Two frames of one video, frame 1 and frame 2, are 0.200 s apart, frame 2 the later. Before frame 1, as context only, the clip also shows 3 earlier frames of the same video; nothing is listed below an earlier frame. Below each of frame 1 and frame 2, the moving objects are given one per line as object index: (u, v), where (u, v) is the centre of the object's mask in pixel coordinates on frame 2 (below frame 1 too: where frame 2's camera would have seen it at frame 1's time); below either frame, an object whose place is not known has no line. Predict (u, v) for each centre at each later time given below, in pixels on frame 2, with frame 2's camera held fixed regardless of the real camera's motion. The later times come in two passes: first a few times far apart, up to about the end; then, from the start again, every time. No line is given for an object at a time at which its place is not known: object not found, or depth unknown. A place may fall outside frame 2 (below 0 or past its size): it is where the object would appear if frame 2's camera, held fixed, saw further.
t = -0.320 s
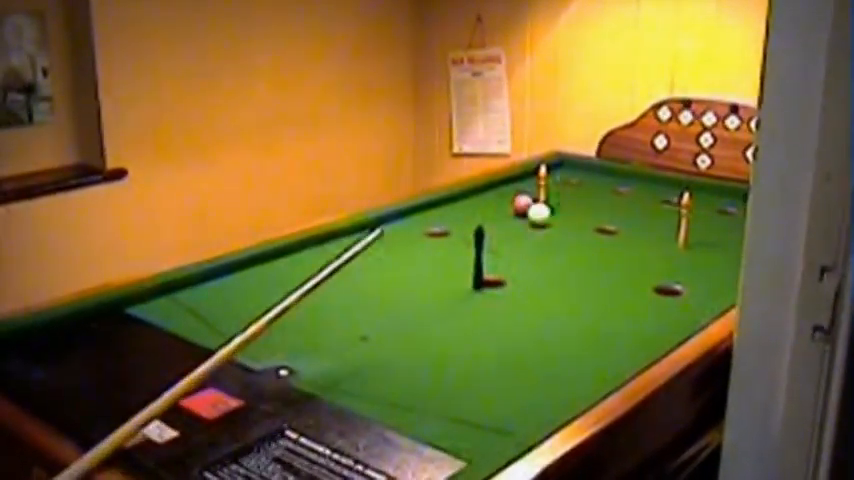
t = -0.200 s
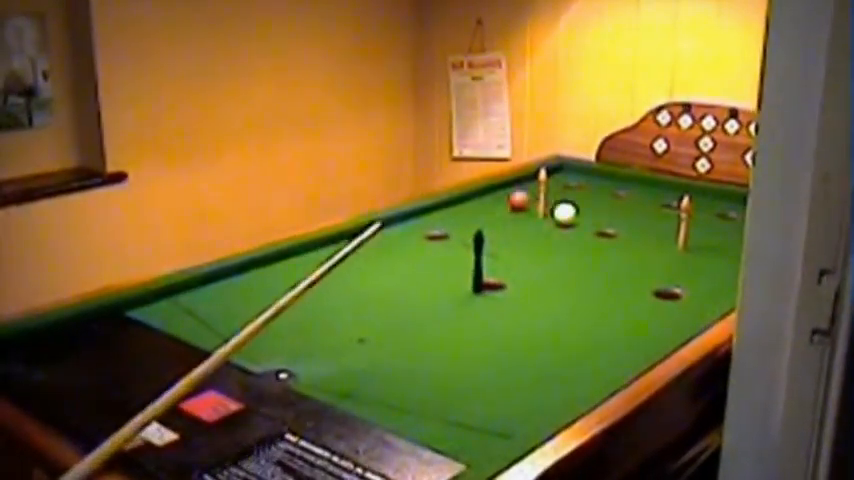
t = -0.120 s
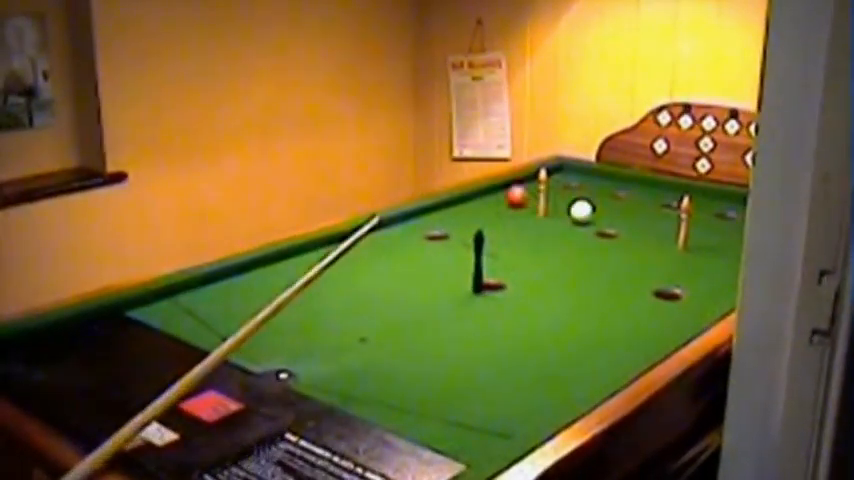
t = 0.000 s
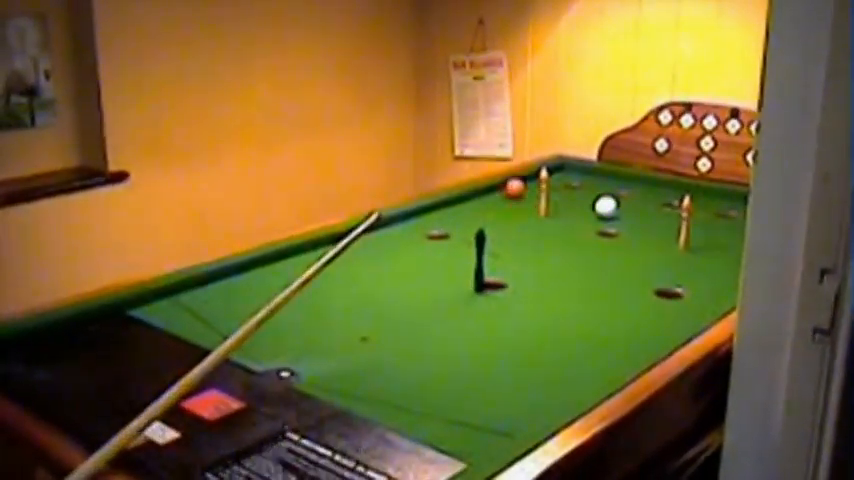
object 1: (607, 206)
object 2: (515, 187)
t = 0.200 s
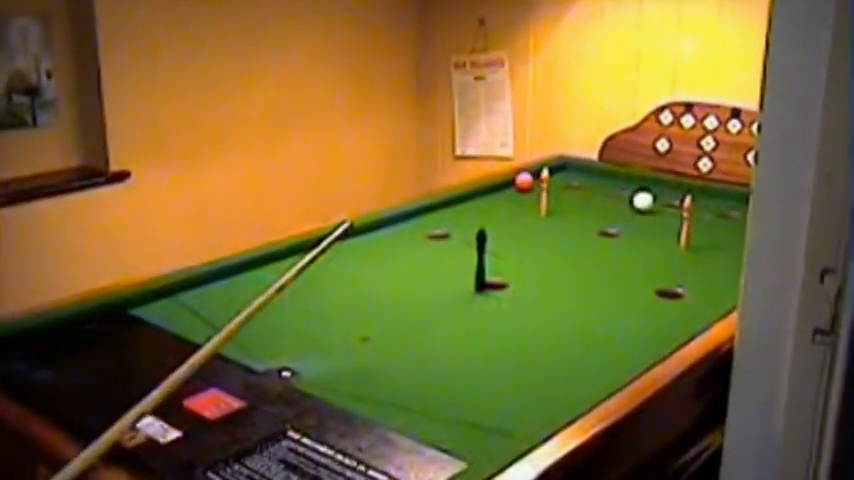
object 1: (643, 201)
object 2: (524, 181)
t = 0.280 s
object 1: (656, 200)
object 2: (533, 181)
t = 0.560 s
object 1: (697, 191)
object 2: (567, 179)
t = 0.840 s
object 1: (702, 194)
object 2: (588, 174)
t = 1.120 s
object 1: (697, 199)
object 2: (593, 170)
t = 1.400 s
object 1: (691, 205)
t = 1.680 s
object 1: (684, 209)
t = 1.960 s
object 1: (678, 216)
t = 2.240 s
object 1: (676, 220)
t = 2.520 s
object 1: (673, 223)
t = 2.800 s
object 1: (671, 225)
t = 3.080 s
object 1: (671, 225)
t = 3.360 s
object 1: (670, 226)
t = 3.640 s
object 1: (671, 226)
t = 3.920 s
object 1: (670, 227)
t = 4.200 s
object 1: (671, 227)
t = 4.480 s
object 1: (671, 227)
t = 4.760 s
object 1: (671, 226)
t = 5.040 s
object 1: (672, 226)
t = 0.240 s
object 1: (649, 200)
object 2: (528, 181)
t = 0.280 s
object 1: (656, 200)
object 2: (533, 181)
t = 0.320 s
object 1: (662, 198)
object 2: (536, 181)
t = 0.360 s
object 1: (669, 197)
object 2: (543, 181)
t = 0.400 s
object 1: (674, 196)
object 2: (553, 180)
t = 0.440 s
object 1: (680, 195)
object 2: (555, 180)
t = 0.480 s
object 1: (686, 193)
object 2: (558, 179)
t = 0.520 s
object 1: (691, 192)
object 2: (562, 179)
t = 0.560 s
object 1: (697, 191)
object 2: (567, 179)
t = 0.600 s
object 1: (701, 190)
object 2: (571, 179)
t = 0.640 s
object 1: (705, 189)
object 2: (575, 179)
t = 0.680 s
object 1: (706, 189)
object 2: (579, 178)
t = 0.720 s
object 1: (705, 191)
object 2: (582, 178)
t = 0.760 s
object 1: (704, 192)
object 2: (585, 177)
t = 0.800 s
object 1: (703, 192)
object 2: (586, 176)
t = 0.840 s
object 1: (702, 194)
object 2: (588, 174)
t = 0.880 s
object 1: (701, 195)
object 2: (589, 173)
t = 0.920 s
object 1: (700, 195)
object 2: (590, 172)
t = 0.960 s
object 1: (700, 196)
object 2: (592, 172)
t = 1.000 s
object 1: (699, 197)
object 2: (594, 171)
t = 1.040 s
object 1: (698, 198)
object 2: (594, 170)
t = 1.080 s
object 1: (697, 198)
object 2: (594, 170)
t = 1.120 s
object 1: (697, 199)
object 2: (593, 170)
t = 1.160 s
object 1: (697, 200)
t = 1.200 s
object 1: (695, 200)
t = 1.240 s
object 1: (694, 202)
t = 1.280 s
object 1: (693, 202)
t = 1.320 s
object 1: (692, 204)
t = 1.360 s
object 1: (691, 204)
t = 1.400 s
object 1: (691, 205)
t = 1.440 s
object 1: (692, 206)
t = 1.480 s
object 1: (685, 205)
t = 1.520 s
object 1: (686, 205)
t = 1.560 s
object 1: (686, 207)
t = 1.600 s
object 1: (686, 207)
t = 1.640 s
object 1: (685, 208)
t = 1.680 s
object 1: (684, 209)
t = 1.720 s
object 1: (683, 213)
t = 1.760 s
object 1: (681, 213)
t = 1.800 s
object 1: (681, 213)
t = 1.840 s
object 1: (681, 210)
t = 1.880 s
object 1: (680, 210)
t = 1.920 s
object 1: (678, 215)
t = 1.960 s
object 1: (678, 216)
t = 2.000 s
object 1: (677, 217)
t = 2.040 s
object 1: (677, 217)
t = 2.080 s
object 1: (677, 217)
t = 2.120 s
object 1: (676, 218)
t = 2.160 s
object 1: (676, 219)
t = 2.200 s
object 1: (676, 220)
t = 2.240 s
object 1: (676, 220)
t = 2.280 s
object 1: (675, 221)
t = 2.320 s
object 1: (675, 221)
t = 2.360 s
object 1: (675, 221)
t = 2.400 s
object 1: (674, 222)
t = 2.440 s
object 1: (674, 222)
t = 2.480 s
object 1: (674, 223)
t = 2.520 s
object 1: (673, 223)
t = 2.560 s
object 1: (673, 223)
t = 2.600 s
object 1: (673, 224)
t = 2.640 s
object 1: (672, 224)
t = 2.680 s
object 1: (672, 224)
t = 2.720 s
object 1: (672, 225)
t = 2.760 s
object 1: (672, 225)
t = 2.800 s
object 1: (671, 225)
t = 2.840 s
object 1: (671, 225)
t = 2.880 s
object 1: (671, 225)
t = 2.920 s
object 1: (671, 225)
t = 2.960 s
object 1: (671, 225)
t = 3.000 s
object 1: (671, 226)
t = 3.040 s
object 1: (671, 226)
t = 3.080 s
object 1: (671, 225)
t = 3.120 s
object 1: (670, 225)
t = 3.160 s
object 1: (671, 225)
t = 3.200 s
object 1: (671, 226)
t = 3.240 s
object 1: (671, 226)
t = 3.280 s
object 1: (671, 226)
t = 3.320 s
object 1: (671, 226)
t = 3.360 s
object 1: (670, 226)
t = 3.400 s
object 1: (671, 226)
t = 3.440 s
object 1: (671, 226)
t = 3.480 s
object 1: (671, 226)
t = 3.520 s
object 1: (671, 226)
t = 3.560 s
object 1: (670, 226)
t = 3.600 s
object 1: (671, 226)
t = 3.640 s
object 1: (671, 226)
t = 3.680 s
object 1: (671, 226)
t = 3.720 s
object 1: (671, 226)
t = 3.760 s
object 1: (670, 226)
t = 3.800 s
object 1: (670, 226)
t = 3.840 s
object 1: (671, 226)
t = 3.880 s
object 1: (671, 226)
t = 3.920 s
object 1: (670, 227)
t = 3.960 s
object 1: (670, 226)
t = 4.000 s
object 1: (671, 226)
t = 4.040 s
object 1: (671, 226)
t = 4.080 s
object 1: (671, 226)
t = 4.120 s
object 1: (671, 226)
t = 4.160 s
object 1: (671, 227)
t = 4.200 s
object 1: (671, 227)
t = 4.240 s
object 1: (671, 227)
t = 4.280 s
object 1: (671, 227)
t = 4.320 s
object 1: (671, 227)
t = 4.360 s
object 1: (671, 226)
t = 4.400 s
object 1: (671, 226)
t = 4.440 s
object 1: (671, 226)
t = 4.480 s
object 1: (671, 227)
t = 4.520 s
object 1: (671, 227)
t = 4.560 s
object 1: (671, 227)
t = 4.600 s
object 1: (671, 227)
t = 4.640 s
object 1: (671, 227)
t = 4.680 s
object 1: (671, 227)
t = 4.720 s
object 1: (671, 227)
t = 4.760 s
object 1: (671, 226)
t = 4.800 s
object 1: (671, 226)
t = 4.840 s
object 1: (672, 226)
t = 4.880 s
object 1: (672, 226)
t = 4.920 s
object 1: (672, 227)
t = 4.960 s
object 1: (671, 227)
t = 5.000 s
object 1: (672, 227)
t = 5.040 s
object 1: (672, 226)
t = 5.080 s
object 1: (672, 227)
